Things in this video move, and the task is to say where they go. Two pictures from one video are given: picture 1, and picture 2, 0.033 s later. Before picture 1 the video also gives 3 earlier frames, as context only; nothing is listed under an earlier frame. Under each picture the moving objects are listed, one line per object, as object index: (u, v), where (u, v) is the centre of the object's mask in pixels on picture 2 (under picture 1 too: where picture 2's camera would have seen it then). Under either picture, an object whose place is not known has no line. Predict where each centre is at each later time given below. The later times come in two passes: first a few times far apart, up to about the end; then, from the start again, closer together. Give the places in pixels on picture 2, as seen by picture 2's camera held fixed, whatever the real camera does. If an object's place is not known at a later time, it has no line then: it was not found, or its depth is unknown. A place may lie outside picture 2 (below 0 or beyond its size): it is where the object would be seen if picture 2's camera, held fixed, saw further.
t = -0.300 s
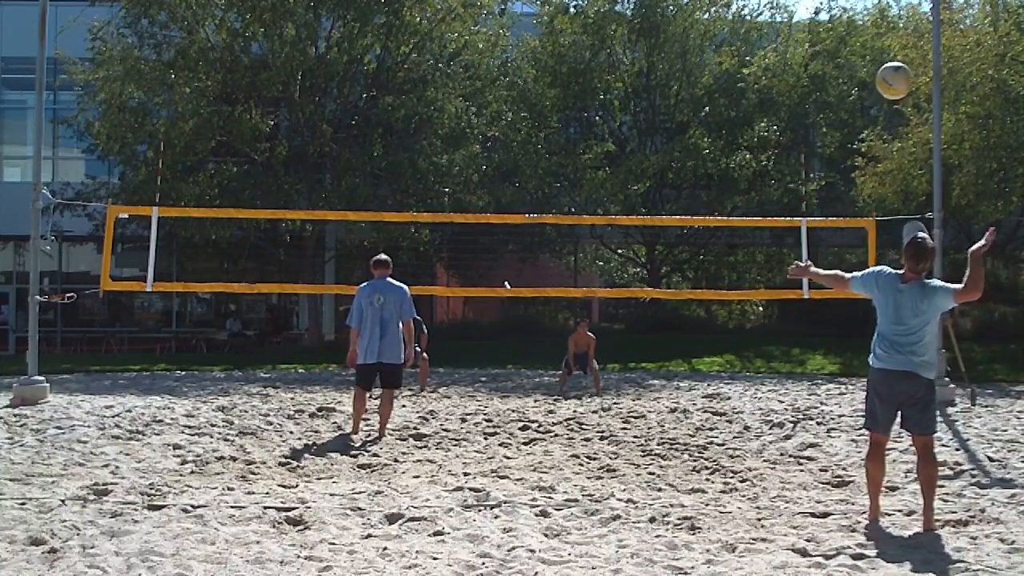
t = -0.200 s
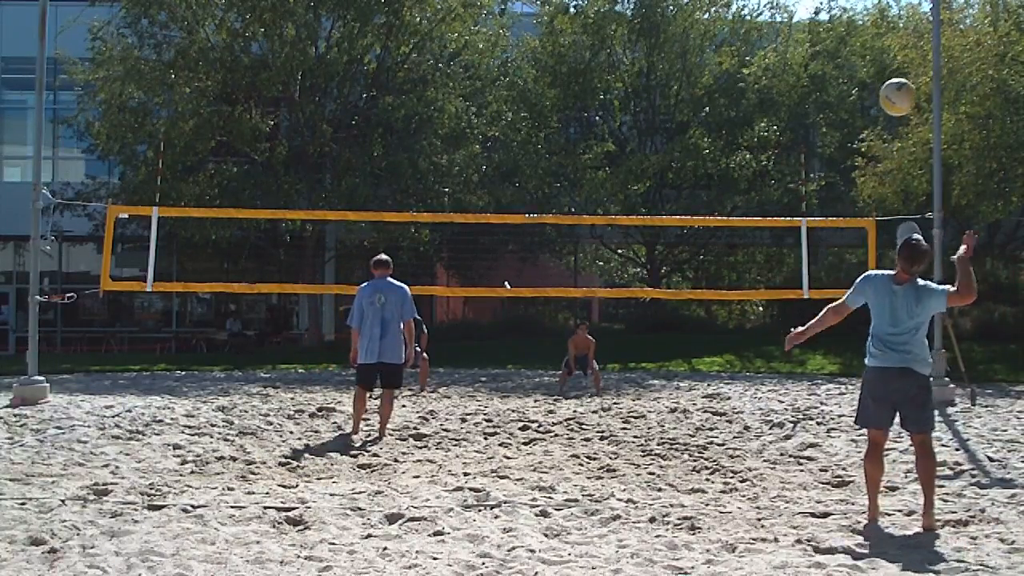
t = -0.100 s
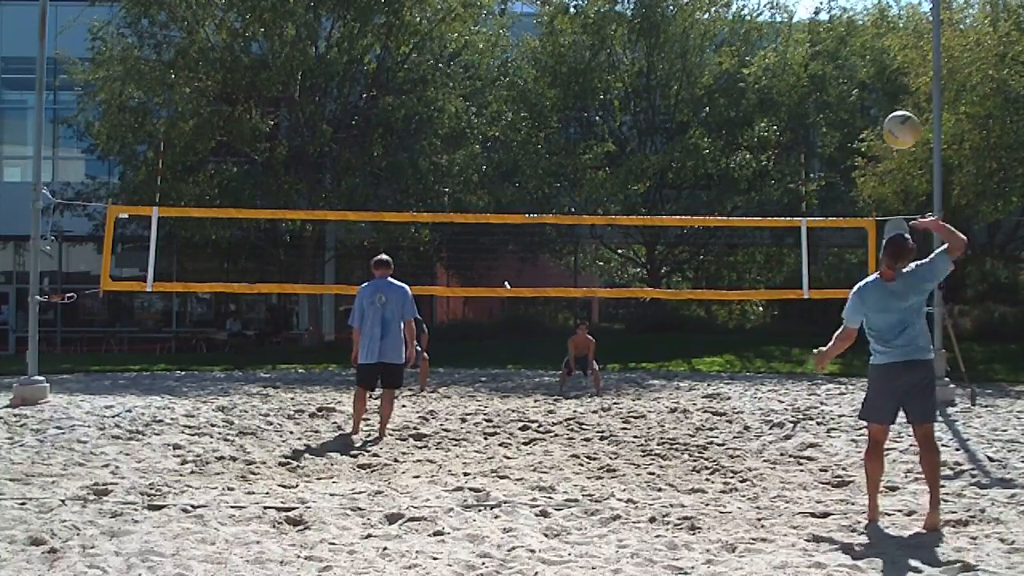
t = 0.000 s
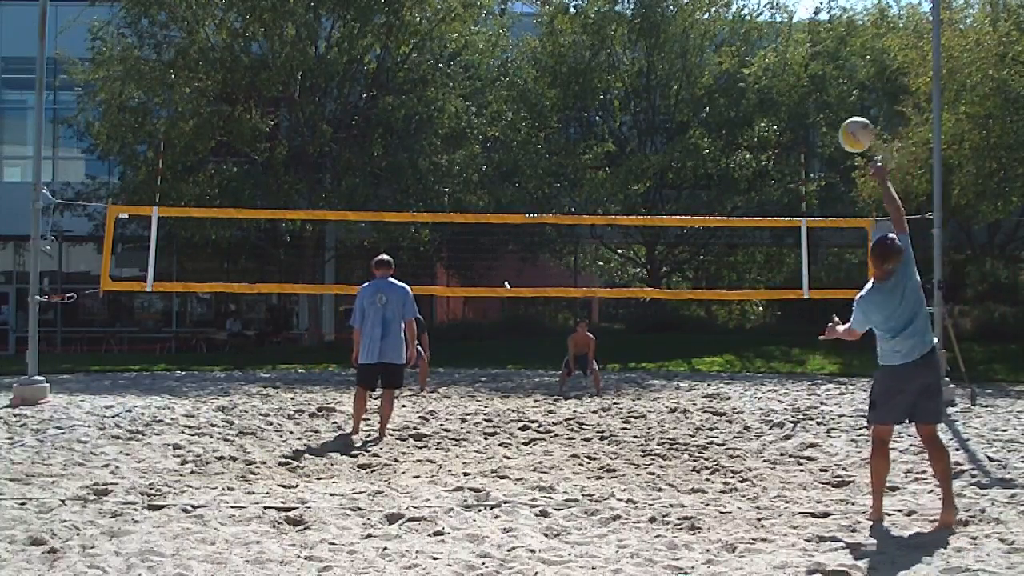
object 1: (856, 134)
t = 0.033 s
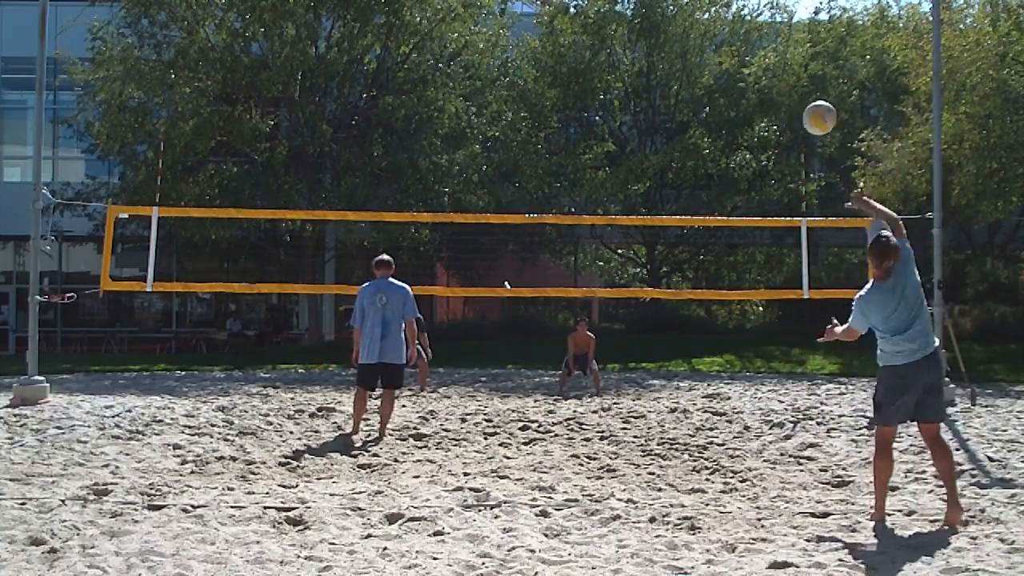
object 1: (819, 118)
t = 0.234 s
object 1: (656, 64)
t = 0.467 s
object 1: (540, 63)
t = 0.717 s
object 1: (460, 104)
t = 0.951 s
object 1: (410, 172)
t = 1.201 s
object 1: (366, 262)
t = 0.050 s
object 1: (802, 111)
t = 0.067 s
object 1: (786, 104)
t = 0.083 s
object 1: (770, 98)
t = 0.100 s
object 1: (755, 92)
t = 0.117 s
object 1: (740, 87)
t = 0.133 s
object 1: (727, 83)
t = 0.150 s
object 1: (714, 79)
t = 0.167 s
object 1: (701, 75)
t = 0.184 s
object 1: (689, 72)
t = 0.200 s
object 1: (677, 69)
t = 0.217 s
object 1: (667, 66)
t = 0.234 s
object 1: (656, 64)
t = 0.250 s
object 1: (646, 62)
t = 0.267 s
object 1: (636, 61)
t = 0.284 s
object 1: (626, 59)
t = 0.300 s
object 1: (616, 58)
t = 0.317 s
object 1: (608, 58)
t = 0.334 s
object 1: (599, 57)
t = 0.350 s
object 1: (591, 57)
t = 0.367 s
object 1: (583, 57)
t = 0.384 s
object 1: (575, 58)
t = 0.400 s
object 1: (568, 58)
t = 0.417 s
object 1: (560, 59)
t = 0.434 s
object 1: (553, 60)
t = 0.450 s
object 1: (546, 62)
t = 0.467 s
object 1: (540, 63)
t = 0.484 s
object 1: (533, 65)
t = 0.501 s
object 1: (527, 66)
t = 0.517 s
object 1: (520, 68)
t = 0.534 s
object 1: (514, 70)
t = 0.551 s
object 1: (508, 73)
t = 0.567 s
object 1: (503, 75)
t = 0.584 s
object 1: (498, 77)
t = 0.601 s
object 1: (492, 80)
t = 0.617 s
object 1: (487, 83)
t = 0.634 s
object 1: (483, 86)
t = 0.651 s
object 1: (478, 90)
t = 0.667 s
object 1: (473, 93)
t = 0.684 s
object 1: (469, 96)
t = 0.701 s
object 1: (464, 100)
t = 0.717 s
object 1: (460, 104)
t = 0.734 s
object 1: (456, 108)
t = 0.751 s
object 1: (452, 112)
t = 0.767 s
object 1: (448, 117)
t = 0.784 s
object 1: (444, 121)
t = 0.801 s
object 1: (441, 126)
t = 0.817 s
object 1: (437, 131)
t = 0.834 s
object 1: (433, 135)
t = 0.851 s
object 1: (430, 140)
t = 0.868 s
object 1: (426, 145)
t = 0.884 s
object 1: (423, 150)
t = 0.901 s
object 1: (419, 156)
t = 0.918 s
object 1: (416, 161)
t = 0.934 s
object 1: (413, 166)
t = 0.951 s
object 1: (410, 172)
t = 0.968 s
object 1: (407, 177)
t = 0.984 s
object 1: (404, 183)
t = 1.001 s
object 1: (401, 189)
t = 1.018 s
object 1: (398, 195)
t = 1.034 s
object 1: (395, 200)
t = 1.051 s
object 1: (392, 205)
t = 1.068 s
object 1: (390, 209)
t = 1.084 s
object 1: (386, 223)
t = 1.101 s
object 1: (383, 225)
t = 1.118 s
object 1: (381, 231)
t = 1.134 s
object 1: (378, 237)
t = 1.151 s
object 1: (375, 244)
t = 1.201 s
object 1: (366, 262)
